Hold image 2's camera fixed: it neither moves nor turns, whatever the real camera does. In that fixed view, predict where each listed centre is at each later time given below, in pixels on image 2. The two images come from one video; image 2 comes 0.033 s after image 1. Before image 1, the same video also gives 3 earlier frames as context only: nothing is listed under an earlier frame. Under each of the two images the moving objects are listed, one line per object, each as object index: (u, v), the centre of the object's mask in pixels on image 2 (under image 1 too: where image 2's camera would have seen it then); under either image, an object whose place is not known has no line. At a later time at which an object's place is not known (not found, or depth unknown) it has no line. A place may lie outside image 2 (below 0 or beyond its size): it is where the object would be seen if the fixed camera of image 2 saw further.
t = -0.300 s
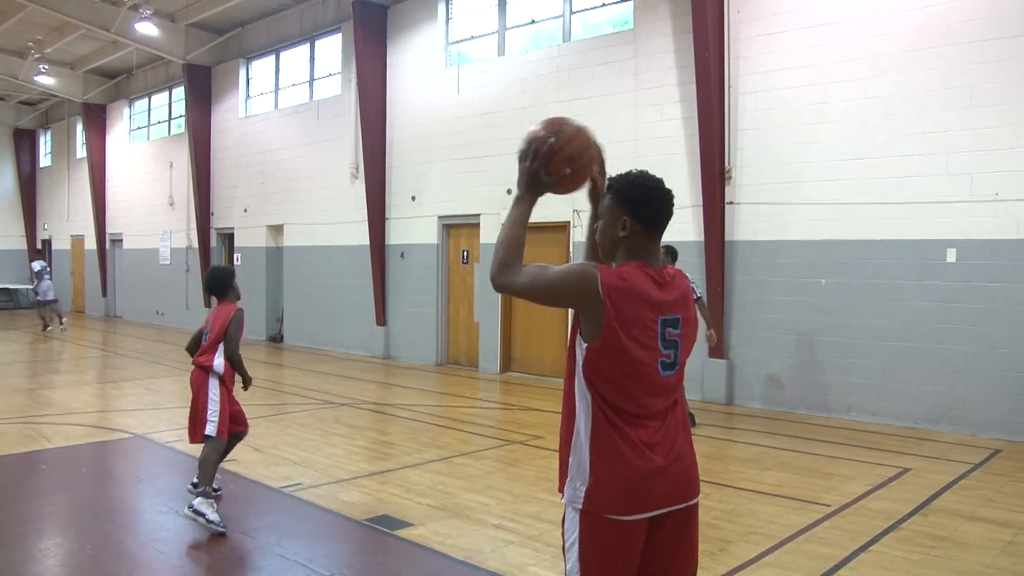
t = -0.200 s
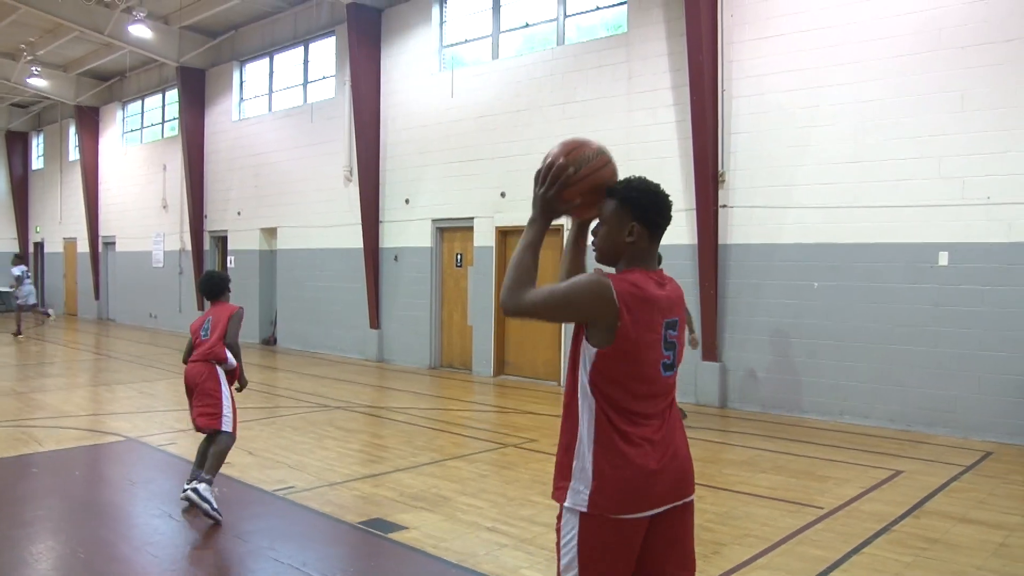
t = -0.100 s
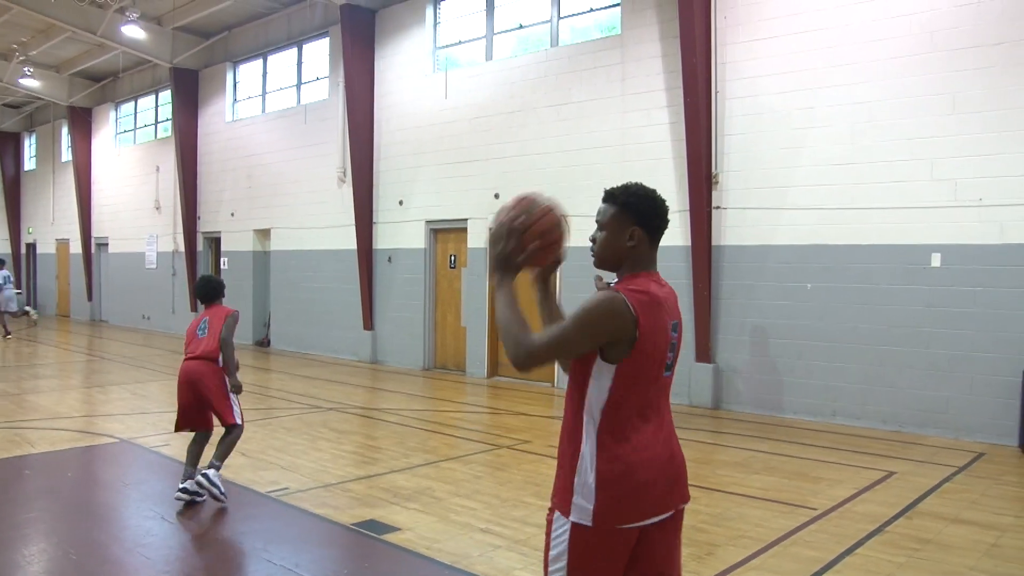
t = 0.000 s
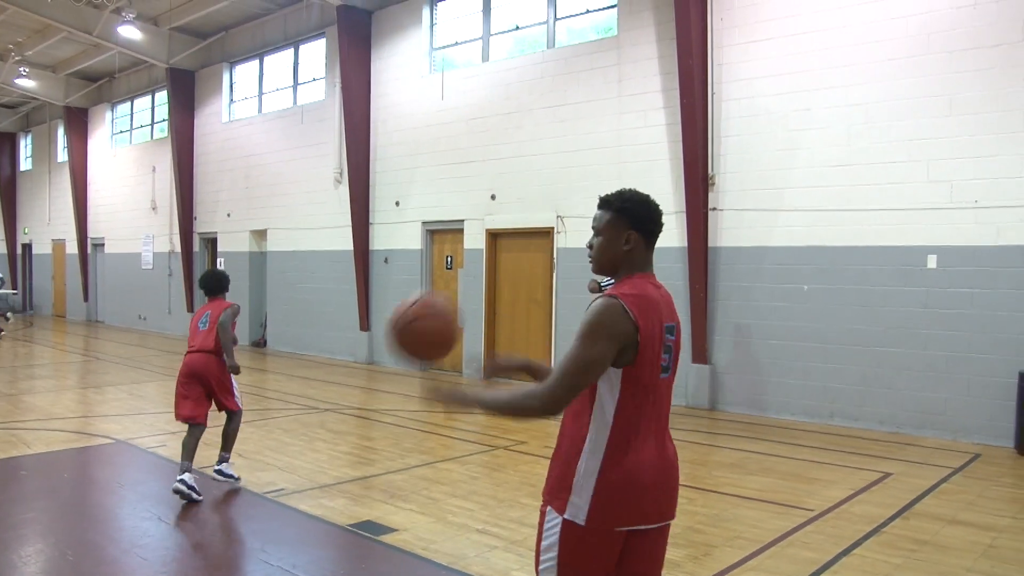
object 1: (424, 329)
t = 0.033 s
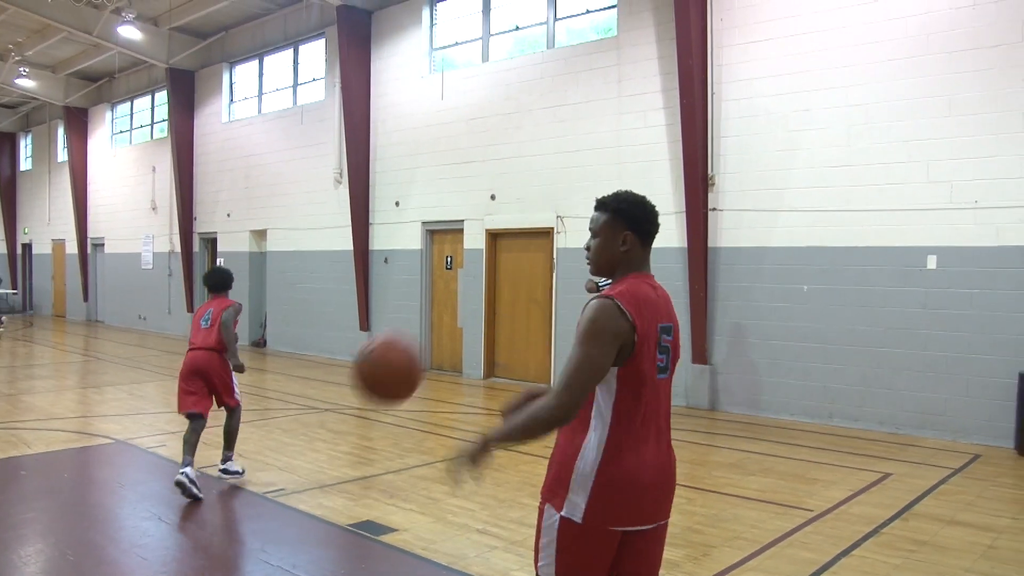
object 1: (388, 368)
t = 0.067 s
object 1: (353, 410)
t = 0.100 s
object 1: (321, 454)
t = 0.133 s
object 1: (289, 499)
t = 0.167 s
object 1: (260, 546)
